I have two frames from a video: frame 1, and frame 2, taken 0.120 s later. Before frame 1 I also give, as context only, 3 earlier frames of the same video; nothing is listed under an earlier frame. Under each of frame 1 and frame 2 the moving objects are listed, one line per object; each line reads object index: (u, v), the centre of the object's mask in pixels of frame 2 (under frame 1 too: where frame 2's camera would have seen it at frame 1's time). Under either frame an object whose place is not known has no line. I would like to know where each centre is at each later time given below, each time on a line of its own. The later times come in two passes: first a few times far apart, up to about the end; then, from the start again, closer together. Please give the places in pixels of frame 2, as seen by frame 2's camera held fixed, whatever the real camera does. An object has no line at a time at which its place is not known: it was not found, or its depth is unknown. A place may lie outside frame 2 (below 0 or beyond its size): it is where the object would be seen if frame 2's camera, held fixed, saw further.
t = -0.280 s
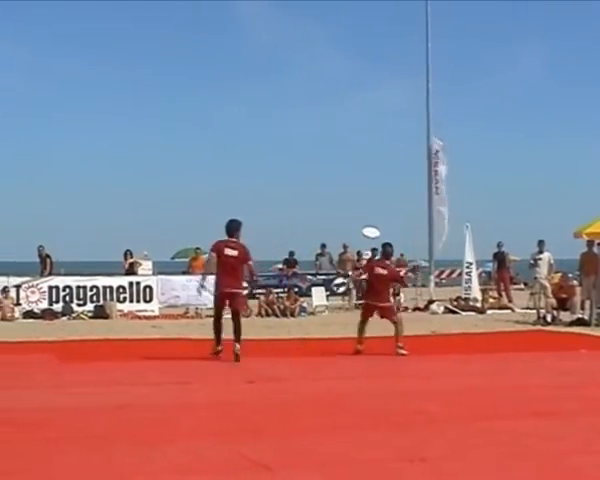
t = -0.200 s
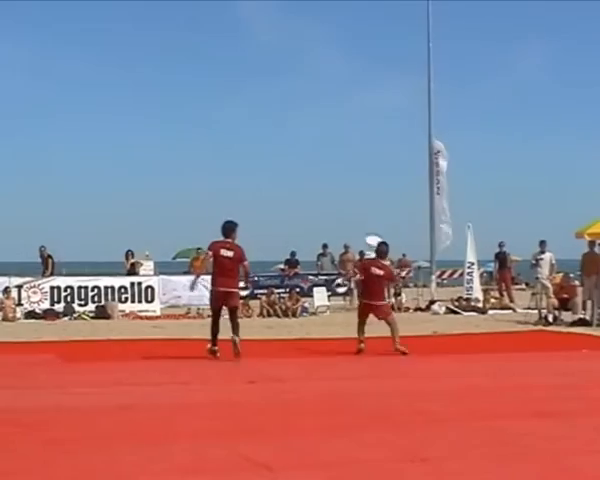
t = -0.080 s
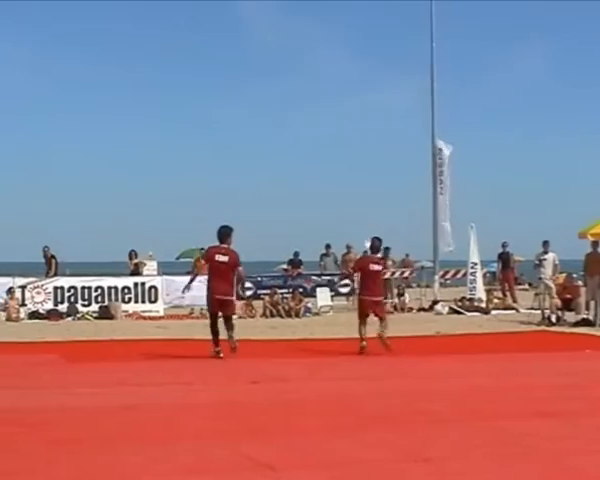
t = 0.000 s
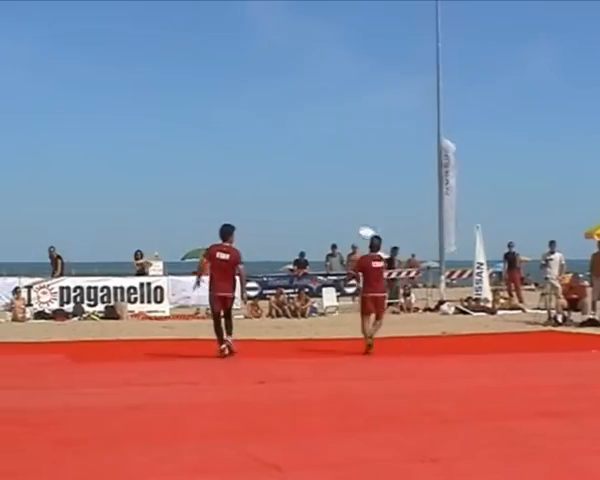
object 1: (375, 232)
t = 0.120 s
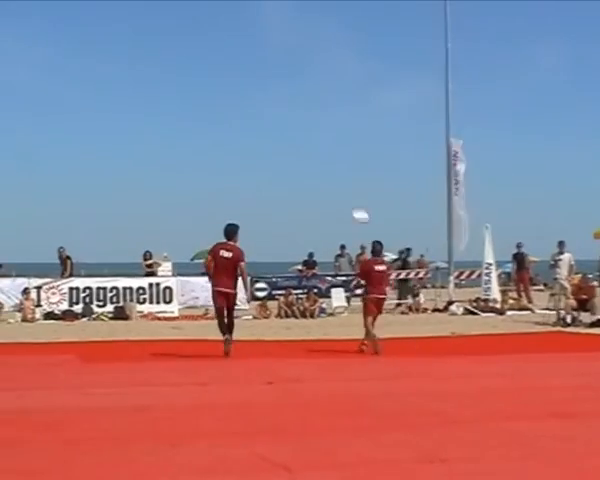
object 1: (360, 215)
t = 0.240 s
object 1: (347, 199)
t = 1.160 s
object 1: (283, 203)
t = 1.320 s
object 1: (273, 225)
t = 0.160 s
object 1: (355, 209)
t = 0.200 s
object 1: (351, 204)
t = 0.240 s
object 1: (347, 199)
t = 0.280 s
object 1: (343, 195)
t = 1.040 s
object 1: (290, 190)
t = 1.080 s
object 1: (287, 194)
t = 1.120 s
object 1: (285, 198)
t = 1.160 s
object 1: (283, 203)
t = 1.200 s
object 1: (281, 207)
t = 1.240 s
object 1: (278, 213)
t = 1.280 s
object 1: (275, 219)
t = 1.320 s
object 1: (273, 225)
